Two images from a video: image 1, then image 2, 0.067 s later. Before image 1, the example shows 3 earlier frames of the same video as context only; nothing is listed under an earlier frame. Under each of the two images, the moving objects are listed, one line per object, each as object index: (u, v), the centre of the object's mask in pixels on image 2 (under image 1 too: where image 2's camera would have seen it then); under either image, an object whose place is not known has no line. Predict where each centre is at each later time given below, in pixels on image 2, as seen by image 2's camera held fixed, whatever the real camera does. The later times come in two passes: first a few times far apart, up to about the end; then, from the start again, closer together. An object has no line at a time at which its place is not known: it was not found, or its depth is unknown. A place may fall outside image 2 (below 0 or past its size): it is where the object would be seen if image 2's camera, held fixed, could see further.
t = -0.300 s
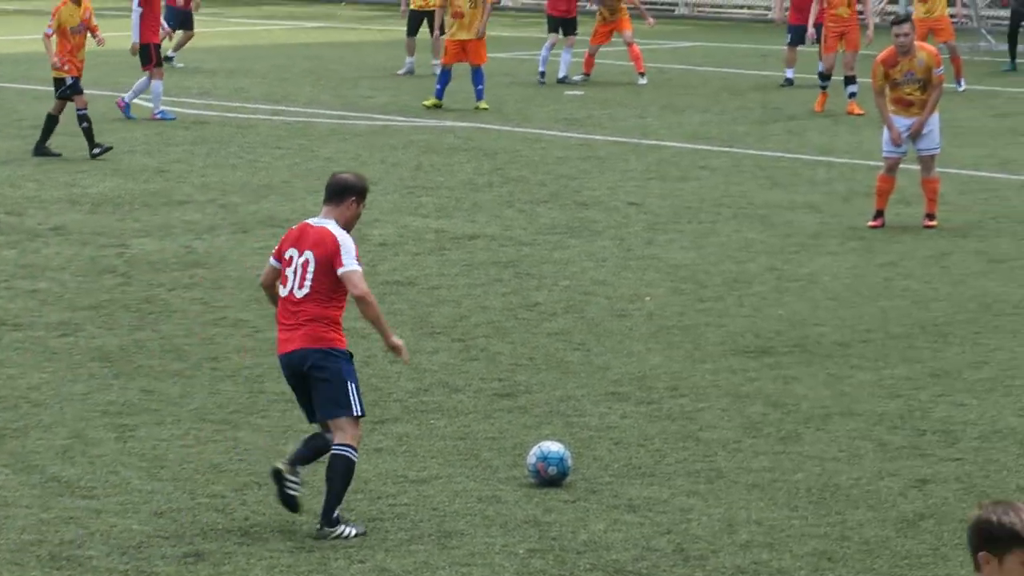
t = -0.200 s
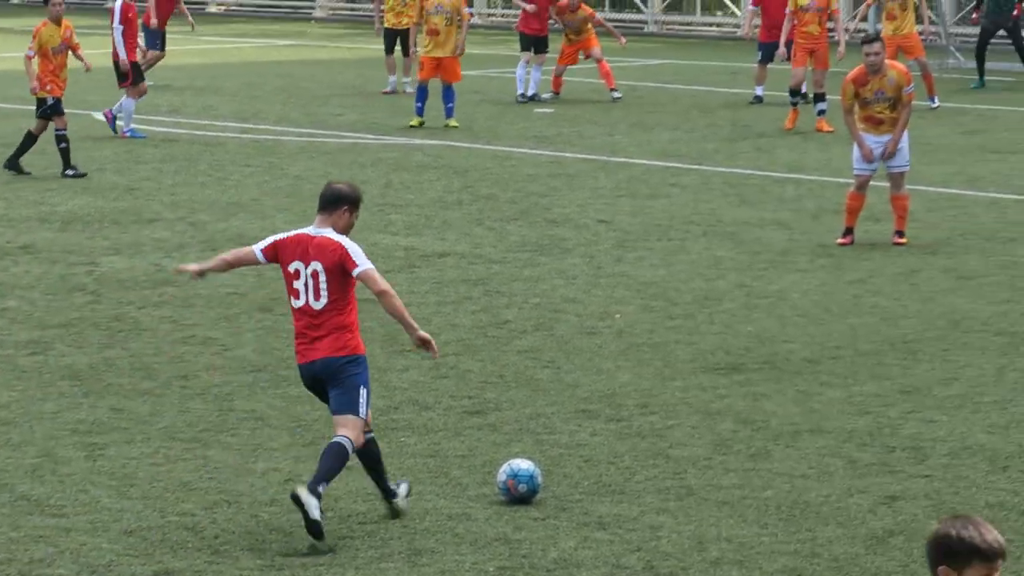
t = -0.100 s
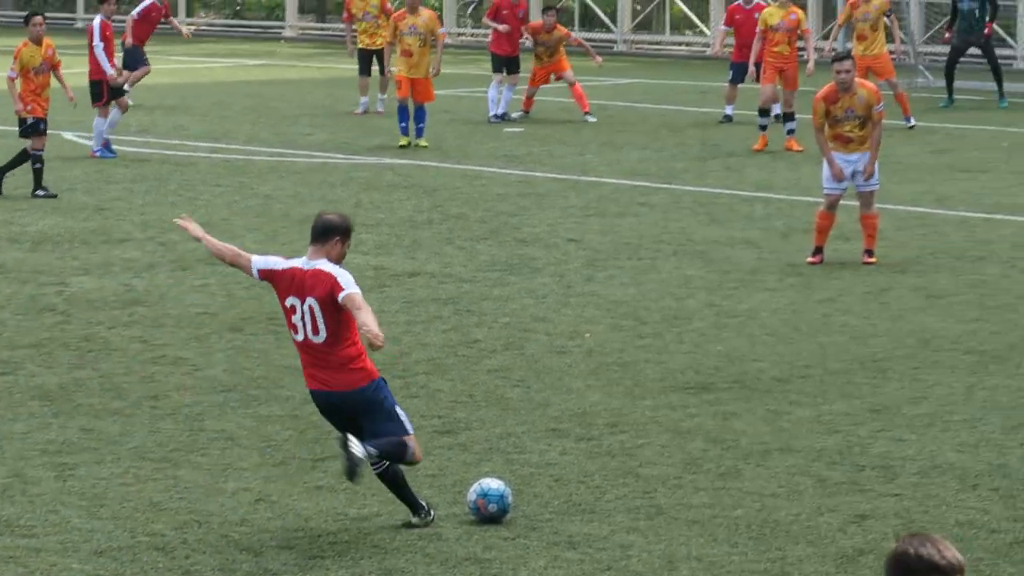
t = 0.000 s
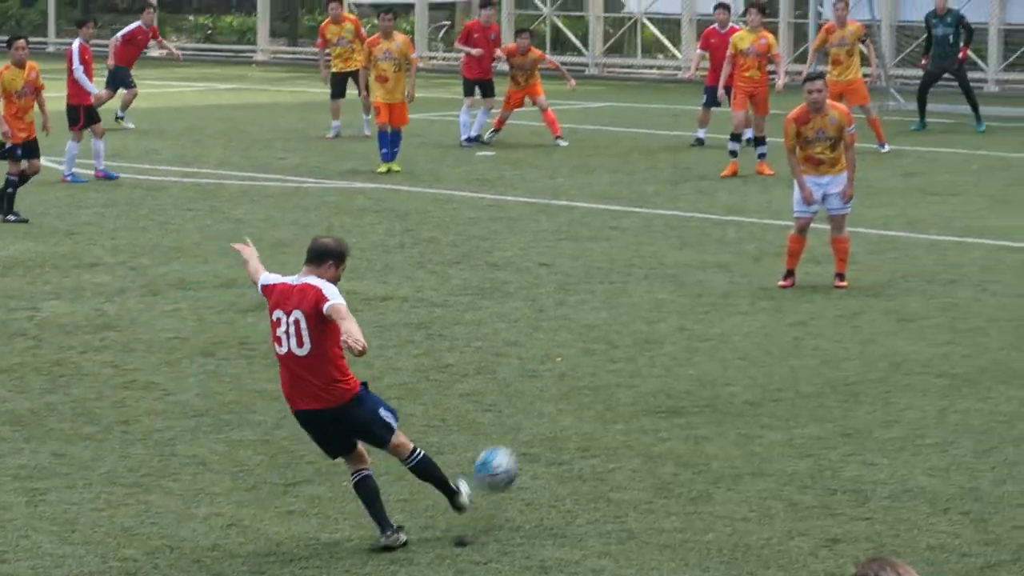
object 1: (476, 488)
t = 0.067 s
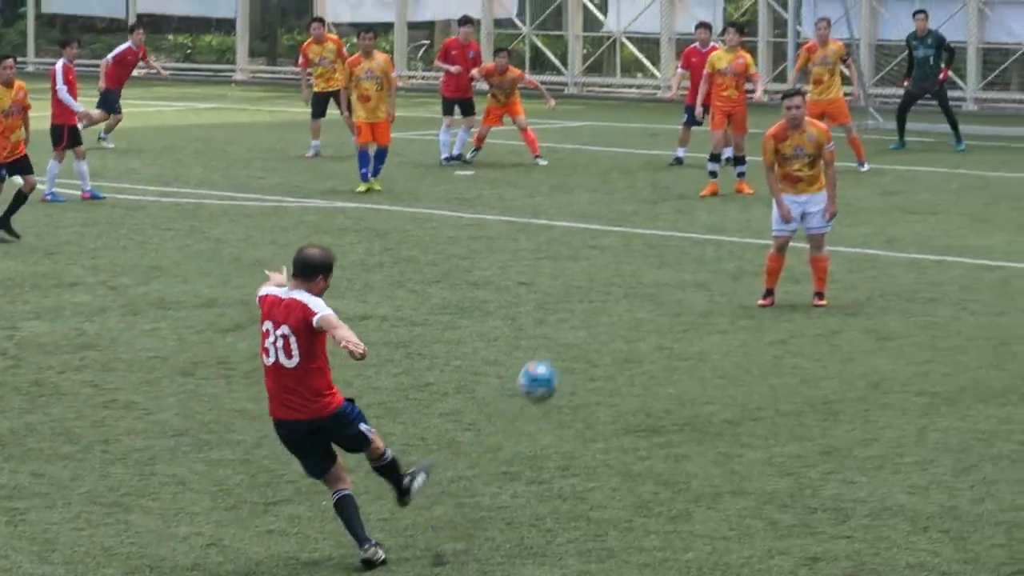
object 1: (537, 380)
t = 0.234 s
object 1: (664, 178)
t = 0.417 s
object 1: (768, 27)
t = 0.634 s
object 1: (861, -87)
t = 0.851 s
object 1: (933, -144)
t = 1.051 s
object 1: (986, -161)
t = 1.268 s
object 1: (1028, -145)
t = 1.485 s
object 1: (1063, -99)
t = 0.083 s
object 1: (552, 357)
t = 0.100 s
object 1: (567, 334)
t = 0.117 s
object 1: (580, 312)
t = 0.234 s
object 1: (664, 178)
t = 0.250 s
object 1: (675, 162)
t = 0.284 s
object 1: (694, 131)
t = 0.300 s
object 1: (705, 116)
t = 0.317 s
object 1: (715, 101)
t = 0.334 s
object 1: (725, 88)
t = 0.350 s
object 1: (734, 75)
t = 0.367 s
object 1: (742, 62)
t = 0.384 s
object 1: (751, 50)
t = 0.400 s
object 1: (758, 39)
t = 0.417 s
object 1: (768, 27)
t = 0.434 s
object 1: (776, 16)
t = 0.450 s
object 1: (784, 5)
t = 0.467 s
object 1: (792, -4)
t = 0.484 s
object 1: (799, -14)
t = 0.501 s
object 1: (807, -23)
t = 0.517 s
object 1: (814, -33)
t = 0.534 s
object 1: (822, -42)
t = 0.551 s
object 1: (828, -50)
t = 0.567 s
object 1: (836, -57)
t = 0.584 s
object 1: (843, -66)
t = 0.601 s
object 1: (849, -73)
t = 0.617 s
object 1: (855, -81)
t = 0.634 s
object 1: (861, -87)
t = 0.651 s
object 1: (868, -93)
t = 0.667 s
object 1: (874, -99)
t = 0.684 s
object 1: (880, -105)
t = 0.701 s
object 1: (886, -110)
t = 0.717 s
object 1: (892, -115)
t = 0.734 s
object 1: (896, -119)
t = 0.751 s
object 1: (902, -124)
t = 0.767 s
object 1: (908, -129)
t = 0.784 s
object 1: (913, -132)
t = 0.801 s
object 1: (918, -135)
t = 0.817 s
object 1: (924, -138)
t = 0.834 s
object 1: (928, -141)
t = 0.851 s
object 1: (933, -144)
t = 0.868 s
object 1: (937, -147)
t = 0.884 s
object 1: (943, -149)
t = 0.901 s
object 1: (948, -152)
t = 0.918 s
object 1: (953, -155)
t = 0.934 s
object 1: (957, -155)
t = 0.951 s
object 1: (962, -158)
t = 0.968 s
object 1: (967, -158)
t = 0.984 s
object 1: (971, -160)
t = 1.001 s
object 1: (974, -160)
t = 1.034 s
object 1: (982, -161)
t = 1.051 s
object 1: (986, -161)
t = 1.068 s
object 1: (990, -161)
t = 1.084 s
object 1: (994, -160)
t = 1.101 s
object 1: (997, -160)
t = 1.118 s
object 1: (1001, -160)
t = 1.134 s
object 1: (1004, -159)
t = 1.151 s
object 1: (1008, -158)
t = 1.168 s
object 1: (1012, -157)
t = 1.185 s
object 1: (1014, -156)
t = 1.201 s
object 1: (1017, -154)
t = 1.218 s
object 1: (1020, -151)
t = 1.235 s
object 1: (1022, -149)
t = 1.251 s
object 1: (1026, -147)
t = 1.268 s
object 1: (1028, -145)
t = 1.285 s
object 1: (1031, -142)
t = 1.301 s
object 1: (1034, -140)
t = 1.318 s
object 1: (1038, -137)
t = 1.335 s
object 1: (1040, -134)
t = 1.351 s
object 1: (1042, -131)
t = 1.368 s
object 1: (1043, -127)
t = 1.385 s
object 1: (1048, -124)
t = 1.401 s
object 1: (1050, -121)
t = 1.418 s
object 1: (1053, -116)
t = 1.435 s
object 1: (1055, -113)
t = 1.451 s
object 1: (1057, -108)
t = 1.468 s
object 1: (1060, -104)
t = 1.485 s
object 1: (1063, -99)
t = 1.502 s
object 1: (1065, -96)
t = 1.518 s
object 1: (1067, -90)
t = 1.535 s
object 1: (1070, -85)
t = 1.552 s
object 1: (1072, -82)
